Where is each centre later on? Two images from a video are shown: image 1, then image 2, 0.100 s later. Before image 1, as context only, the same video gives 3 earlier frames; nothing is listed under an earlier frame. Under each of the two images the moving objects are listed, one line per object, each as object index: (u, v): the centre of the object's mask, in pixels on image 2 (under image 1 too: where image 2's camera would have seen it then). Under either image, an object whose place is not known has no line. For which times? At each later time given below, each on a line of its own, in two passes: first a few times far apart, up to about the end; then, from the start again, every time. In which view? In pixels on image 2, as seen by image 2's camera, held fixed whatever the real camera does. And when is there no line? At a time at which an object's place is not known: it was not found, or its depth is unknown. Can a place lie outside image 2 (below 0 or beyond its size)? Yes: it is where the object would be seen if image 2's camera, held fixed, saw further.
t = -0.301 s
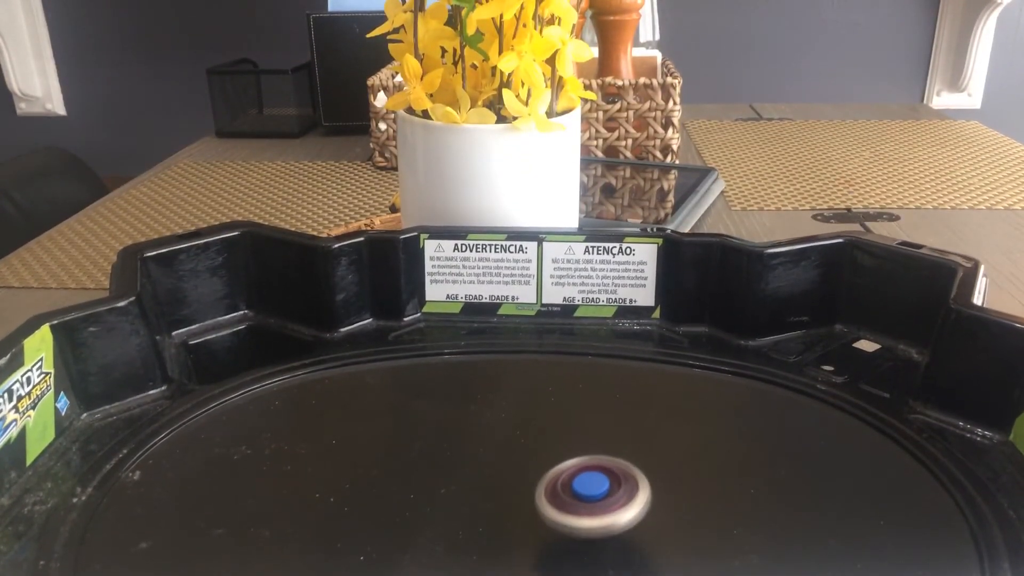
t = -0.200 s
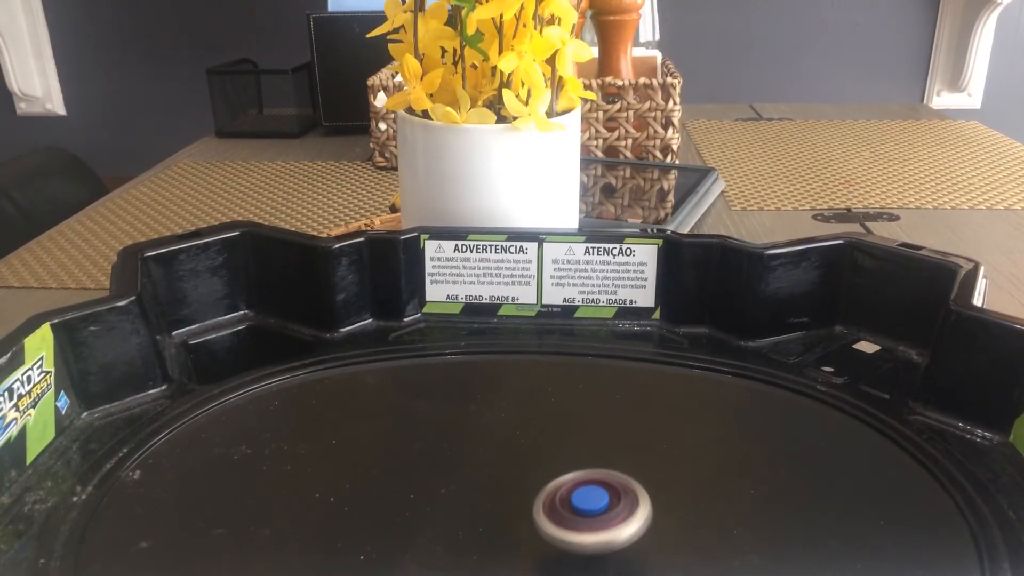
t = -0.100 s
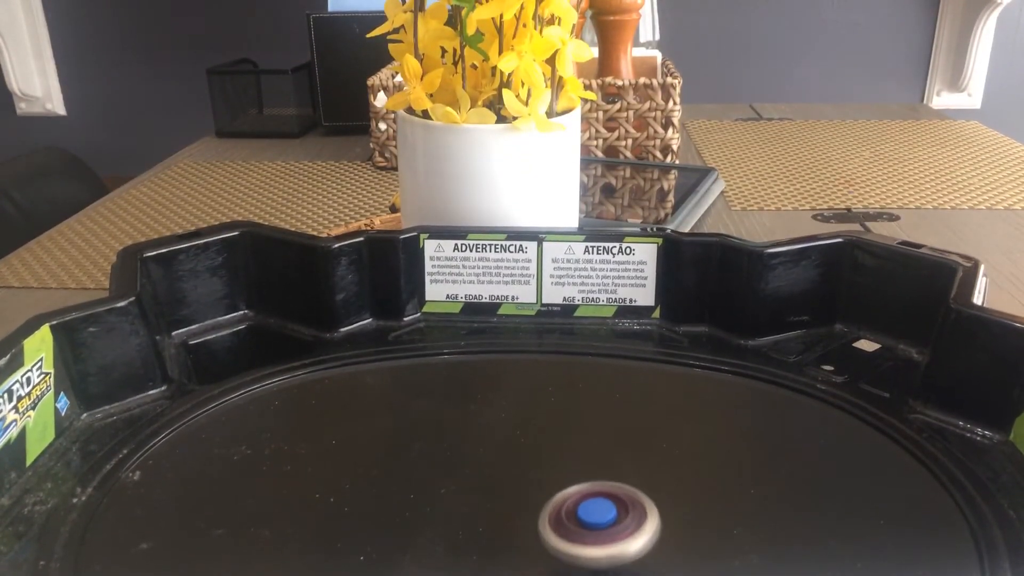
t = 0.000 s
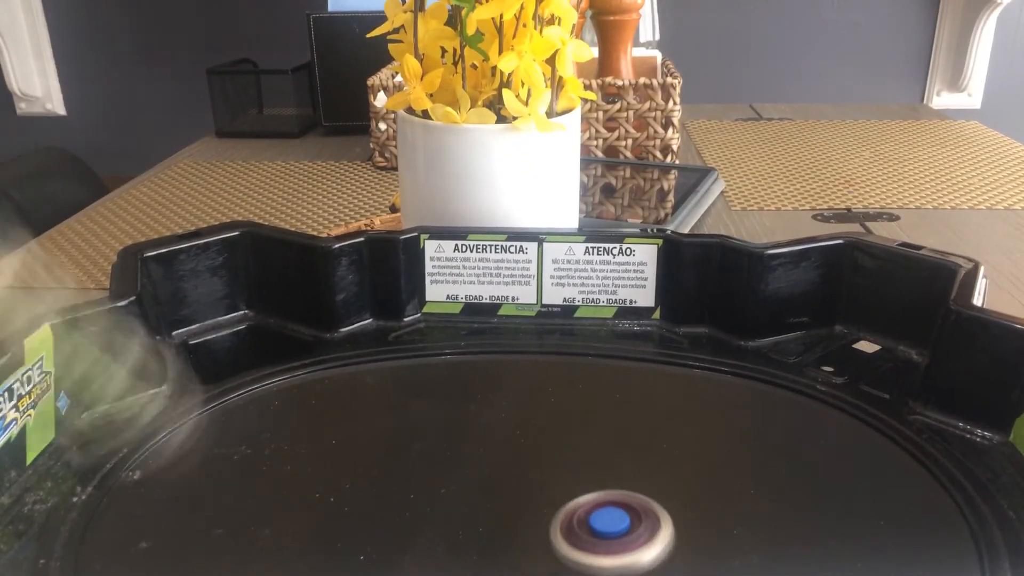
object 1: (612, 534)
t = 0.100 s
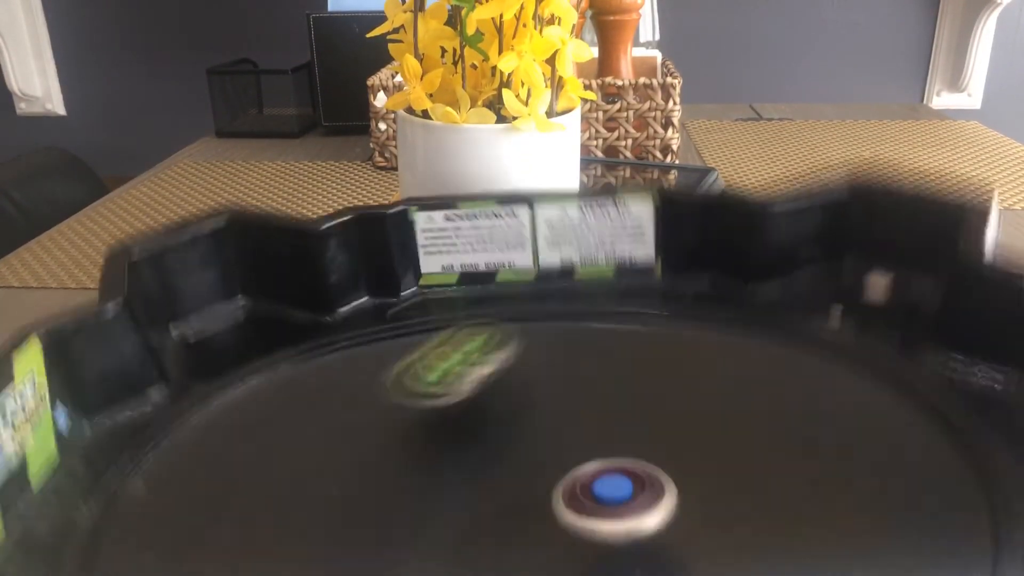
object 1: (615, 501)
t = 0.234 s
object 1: (579, 496)
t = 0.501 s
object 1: (590, 493)
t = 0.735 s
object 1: (585, 508)
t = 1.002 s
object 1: (532, 525)
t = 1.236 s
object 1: (515, 528)
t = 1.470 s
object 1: (446, 555)
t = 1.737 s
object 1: (477, 566)
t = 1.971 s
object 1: (512, 556)
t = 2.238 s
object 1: (486, 521)
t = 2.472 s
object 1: (430, 483)
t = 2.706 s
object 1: (370, 468)
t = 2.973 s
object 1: (331, 480)
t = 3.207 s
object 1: (366, 503)
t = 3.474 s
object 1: (465, 506)
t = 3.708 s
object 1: (506, 517)
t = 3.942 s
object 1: (576, 514)
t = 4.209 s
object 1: (643, 484)
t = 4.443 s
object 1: (646, 454)
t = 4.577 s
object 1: (674, 435)
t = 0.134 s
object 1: (612, 503)
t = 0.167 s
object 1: (602, 511)
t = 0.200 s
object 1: (588, 514)
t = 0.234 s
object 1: (579, 496)
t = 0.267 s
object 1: (570, 497)
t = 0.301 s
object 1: (563, 494)
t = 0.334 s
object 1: (560, 497)
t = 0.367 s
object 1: (564, 493)
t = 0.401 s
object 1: (568, 491)
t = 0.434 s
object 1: (576, 472)
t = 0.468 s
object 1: (583, 475)
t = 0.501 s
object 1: (590, 493)
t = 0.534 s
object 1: (594, 482)
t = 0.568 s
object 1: (599, 488)
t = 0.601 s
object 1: (601, 498)
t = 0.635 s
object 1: (596, 493)
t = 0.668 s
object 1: (592, 504)
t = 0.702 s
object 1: (589, 502)
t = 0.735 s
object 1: (585, 508)
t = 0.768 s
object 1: (582, 509)
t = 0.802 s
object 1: (579, 512)
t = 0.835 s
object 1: (572, 515)
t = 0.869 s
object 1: (564, 517)
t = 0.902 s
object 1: (555, 520)
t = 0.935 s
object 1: (546, 522)
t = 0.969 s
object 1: (538, 523)
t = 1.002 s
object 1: (532, 525)
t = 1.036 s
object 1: (529, 526)
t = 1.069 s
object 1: (528, 528)
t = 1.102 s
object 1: (527, 529)
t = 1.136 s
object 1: (525, 530)
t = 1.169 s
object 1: (522, 530)
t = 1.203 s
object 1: (519, 530)
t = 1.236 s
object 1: (515, 528)
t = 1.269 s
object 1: (511, 527)
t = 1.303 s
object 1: (508, 526)
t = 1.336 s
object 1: (505, 526)
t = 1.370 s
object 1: (501, 525)
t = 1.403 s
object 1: (489, 532)
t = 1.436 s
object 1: (464, 547)
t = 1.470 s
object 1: (446, 555)
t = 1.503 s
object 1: (436, 559)
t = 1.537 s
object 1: (436, 562)
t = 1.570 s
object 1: (441, 564)
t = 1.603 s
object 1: (448, 565)
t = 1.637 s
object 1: (456, 566)
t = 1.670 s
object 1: (464, 567)
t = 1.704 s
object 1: (470, 567)
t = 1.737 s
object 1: (477, 566)
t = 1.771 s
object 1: (484, 566)
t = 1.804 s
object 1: (491, 565)
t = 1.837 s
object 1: (498, 564)
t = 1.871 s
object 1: (503, 562)
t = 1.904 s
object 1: (507, 561)
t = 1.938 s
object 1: (510, 558)
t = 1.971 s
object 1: (512, 556)
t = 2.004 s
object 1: (512, 553)
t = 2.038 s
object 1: (511, 550)
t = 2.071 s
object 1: (509, 546)
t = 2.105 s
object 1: (506, 542)
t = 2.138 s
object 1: (503, 538)
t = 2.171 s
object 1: (498, 534)
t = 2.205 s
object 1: (493, 528)
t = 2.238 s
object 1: (486, 521)
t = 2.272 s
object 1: (478, 515)
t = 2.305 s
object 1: (470, 509)
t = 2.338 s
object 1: (462, 502)
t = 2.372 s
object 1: (455, 496)
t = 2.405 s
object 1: (447, 491)
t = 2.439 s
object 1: (439, 487)
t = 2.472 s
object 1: (430, 483)
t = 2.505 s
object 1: (421, 480)
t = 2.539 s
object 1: (412, 476)
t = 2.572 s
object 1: (403, 474)
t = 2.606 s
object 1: (395, 472)
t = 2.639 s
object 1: (386, 470)
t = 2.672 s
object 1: (378, 469)
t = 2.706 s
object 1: (370, 468)
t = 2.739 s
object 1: (363, 468)
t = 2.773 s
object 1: (356, 468)
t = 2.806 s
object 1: (349, 469)
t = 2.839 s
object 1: (343, 470)
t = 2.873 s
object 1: (338, 472)
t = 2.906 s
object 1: (335, 474)
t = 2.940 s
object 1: (332, 476)
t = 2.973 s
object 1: (331, 480)
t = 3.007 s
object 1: (331, 484)
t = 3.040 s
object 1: (331, 486)
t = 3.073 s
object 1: (336, 490)
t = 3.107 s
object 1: (341, 494)
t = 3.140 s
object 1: (348, 497)
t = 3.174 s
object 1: (357, 500)
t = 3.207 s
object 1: (366, 503)
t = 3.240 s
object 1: (377, 505)
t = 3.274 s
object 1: (388, 506)
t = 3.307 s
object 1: (401, 508)
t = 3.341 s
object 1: (415, 509)
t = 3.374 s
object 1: (428, 508)
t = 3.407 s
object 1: (442, 508)
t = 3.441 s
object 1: (455, 507)
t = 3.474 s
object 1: (465, 506)
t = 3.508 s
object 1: (474, 504)
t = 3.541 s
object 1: (473, 513)
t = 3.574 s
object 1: (474, 518)
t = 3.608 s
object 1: (481, 519)
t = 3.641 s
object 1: (489, 519)
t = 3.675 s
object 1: (497, 518)
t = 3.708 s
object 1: (506, 517)
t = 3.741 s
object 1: (515, 517)
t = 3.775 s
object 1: (525, 516)
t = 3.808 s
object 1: (534, 515)
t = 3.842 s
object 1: (545, 515)
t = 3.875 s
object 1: (555, 515)
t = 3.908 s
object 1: (565, 514)
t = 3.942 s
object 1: (576, 514)
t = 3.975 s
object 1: (586, 514)
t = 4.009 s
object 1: (597, 511)
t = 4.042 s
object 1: (607, 508)
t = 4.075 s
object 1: (617, 504)
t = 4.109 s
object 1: (625, 499)
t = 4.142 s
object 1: (633, 494)
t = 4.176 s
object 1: (639, 489)
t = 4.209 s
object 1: (643, 484)
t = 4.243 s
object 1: (647, 479)
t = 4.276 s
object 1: (649, 474)
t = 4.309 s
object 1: (651, 469)
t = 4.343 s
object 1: (651, 465)
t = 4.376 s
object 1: (650, 461)
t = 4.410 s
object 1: (648, 457)
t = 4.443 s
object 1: (646, 454)
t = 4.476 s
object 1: (643, 451)
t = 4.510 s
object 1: (639, 448)
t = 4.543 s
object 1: (654, 440)
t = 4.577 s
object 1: (674, 435)
